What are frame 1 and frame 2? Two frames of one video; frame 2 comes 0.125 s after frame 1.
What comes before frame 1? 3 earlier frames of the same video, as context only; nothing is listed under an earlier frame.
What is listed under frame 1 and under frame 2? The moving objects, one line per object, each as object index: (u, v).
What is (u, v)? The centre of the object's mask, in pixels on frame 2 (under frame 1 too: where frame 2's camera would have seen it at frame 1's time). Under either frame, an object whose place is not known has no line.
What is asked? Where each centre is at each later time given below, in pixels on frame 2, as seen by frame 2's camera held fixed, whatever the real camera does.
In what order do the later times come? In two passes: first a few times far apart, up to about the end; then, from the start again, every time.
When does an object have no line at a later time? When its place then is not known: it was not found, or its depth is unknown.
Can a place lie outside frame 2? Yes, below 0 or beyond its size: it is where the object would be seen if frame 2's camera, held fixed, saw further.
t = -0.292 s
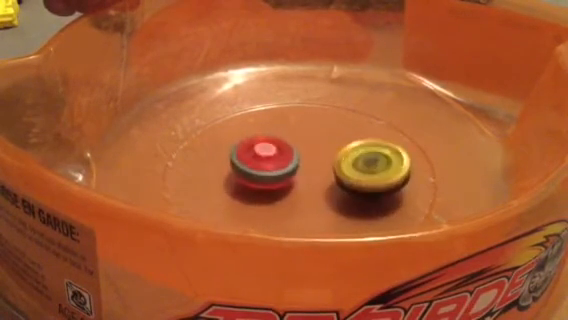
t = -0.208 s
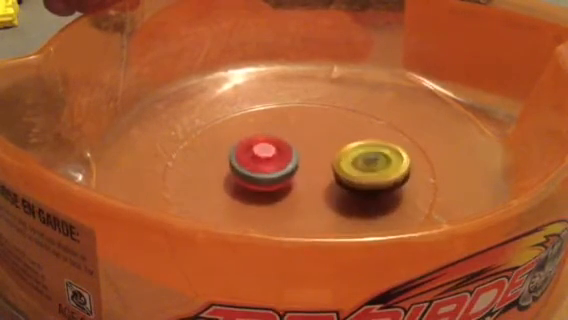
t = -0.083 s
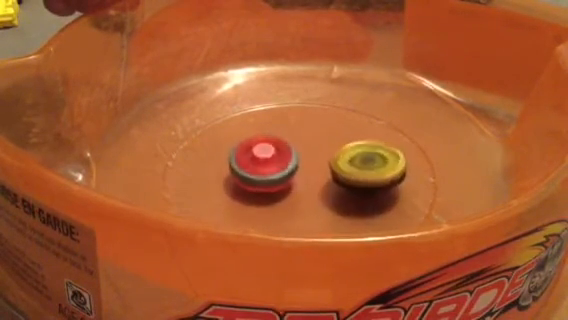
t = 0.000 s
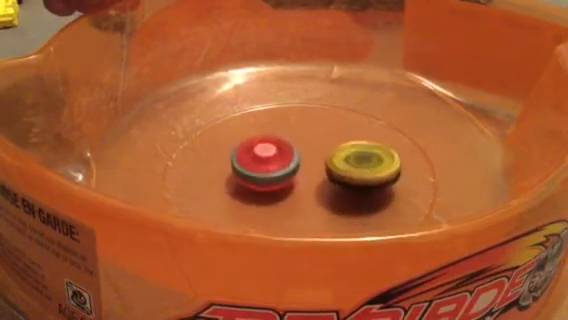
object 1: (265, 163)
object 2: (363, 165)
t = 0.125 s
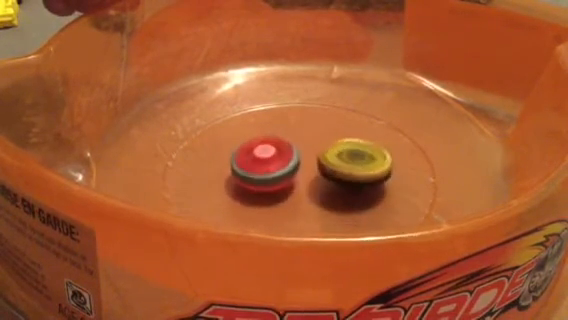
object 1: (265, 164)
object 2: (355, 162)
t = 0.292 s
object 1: (265, 165)
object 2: (345, 156)
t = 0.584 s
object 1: (264, 166)
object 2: (337, 143)
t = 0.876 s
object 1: (267, 167)
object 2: (343, 132)
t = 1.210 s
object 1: (268, 169)
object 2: (347, 130)
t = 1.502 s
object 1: (267, 170)
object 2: (336, 135)
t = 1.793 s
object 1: (265, 172)
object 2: (318, 134)
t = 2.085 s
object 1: (261, 172)
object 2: (306, 125)
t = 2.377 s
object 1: (266, 172)
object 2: (305, 121)
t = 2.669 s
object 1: (269, 175)
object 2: (307, 125)
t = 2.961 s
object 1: (265, 179)
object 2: (302, 132)
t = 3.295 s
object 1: (261, 180)
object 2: (298, 130)
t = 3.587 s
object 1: (267, 182)
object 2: (295, 131)
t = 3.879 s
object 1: (267, 184)
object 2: (292, 133)
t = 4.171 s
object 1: (259, 196)
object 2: (298, 128)
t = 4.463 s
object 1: (255, 199)
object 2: (300, 128)
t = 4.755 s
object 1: (292, 194)
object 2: (302, 135)
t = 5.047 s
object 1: (308, 202)
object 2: (291, 141)
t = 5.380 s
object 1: (307, 185)
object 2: (274, 137)
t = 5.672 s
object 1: (330, 179)
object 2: (273, 134)
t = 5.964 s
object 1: (327, 176)
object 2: (279, 136)
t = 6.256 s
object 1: (321, 178)
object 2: (277, 136)
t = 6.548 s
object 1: (307, 185)
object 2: (270, 129)
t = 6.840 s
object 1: (308, 178)
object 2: (273, 127)
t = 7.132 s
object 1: (319, 177)
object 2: (278, 135)
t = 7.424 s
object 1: (315, 176)
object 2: (268, 136)
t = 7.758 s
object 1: (311, 175)
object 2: (261, 135)
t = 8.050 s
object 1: (317, 172)
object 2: (263, 134)
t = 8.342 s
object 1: (312, 178)
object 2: (265, 135)
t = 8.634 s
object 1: (306, 178)
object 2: (266, 140)
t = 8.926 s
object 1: (289, 183)
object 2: (264, 135)
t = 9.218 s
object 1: (281, 189)
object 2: (271, 137)
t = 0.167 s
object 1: (266, 164)
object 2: (352, 161)
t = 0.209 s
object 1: (266, 166)
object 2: (350, 160)
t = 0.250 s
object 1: (265, 165)
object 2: (347, 158)
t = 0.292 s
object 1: (265, 165)
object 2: (345, 156)
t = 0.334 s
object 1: (266, 165)
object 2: (343, 155)
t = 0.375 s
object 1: (266, 166)
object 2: (341, 152)
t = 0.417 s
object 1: (265, 166)
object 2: (339, 151)
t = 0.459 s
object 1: (265, 166)
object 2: (338, 149)
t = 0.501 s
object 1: (265, 166)
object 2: (338, 147)
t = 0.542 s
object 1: (264, 166)
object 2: (337, 145)
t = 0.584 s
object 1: (264, 166)
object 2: (337, 143)
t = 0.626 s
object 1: (265, 166)
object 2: (337, 141)
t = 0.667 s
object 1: (265, 167)
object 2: (338, 139)
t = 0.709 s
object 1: (265, 167)
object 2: (338, 137)
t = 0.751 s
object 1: (265, 166)
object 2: (339, 136)
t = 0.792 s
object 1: (266, 167)
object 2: (340, 134)
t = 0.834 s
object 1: (266, 167)
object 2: (342, 133)
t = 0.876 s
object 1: (267, 167)
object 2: (343, 132)
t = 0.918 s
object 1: (267, 167)
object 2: (344, 131)
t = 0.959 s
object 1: (268, 167)
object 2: (345, 131)
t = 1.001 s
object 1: (268, 167)
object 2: (346, 130)
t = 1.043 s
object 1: (268, 168)
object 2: (347, 129)
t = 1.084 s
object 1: (268, 168)
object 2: (347, 130)
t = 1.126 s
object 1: (268, 168)
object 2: (347, 130)
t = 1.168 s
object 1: (268, 169)
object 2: (347, 129)
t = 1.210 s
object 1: (268, 169)
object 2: (347, 130)
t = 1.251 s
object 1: (268, 169)
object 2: (347, 130)
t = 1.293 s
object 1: (268, 169)
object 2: (346, 131)
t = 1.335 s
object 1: (267, 169)
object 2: (345, 132)
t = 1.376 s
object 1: (267, 169)
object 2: (343, 133)
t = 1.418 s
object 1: (267, 169)
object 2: (341, 133)
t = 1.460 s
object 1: (267, 170)
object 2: (339, 134)
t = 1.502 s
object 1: (267, 170)
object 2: (336, 135)
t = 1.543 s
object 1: (267, 170)
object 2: (333, 136)
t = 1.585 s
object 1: (267, 170)
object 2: (330, 136)
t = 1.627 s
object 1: (267, 170)
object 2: (327, 136)
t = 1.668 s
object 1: (267, 170)
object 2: (324, 136)
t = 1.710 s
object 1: (267, 170)
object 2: (321, 135)
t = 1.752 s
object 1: (268, 170)
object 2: (319, 135)
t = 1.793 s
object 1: (265, 172)
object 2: (318, 134)
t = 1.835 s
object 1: (264, 170)
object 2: (315, 133)
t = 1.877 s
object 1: (265, 171)
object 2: (313, 132)
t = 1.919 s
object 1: (264, 172)
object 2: (311, 130)
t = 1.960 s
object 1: (262, 172)
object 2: (309, 129)
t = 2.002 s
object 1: (261, 171)
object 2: (308, 128)
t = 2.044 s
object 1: (262, 172)
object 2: (307, 127)
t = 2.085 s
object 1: (261, 172)
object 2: (306, 125)
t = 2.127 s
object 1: (261, 172)
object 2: (305, 125)
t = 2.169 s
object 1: (262, 171)
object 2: (305, 123)
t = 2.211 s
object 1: (262, 172)
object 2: (305, 122)
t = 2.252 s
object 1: (262, 172)
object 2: (305, 121)
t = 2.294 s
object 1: (264, 171)
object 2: (305, 121)
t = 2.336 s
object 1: (266, 172)
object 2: (305, 121)
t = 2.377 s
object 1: (266, 172)
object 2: (305, 121)
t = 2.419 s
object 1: (267, 172)
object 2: (306, 121)
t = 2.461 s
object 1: (268, 172)
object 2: (306, 121)
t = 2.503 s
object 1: (269, 173)
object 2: (306, 121)
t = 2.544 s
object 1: (269, 174)
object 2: (306, 122)
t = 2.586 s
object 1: (270, 174)
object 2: (307, 123)
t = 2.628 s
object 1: (270, 174)
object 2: (307, 124)
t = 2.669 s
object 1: (269, 175)
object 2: (307, 125)
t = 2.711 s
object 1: (269, 176)
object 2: (306, 127)
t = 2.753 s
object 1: (269, 176)
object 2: (306, 128)
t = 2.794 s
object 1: (269, 176)
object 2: (305, 129)
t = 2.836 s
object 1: (268, 176)
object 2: (304, 131)
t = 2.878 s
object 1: (268, 176)
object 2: (303, 131)
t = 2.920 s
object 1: (268, 176)
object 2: (301, 133)
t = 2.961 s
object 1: (265, 179)
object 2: (302, 132)
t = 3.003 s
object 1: (258, 180)
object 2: (303, 131)
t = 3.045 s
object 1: (256, 179)
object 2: (303, 130)
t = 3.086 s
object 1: (258, 178)
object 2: (302, 131)
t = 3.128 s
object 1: (259, 179)
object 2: (301, 130)
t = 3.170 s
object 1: (258, 180)
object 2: (300, 130)
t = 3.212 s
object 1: (257, 179)
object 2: (300, 130)
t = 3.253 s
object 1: (259, 179)
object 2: (299, 130)
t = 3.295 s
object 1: (261, 180)
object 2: (298, 130)
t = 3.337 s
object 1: (261, 181)
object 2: (298, 130)
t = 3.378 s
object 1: (261, 180)
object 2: (297, 130)
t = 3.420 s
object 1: (263, 179)
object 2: (297, 130)
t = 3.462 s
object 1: (265, 181)
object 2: (296, 130)
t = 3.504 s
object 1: (265, 182)
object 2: (295, 130)
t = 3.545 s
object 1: (265, 182)
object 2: (295, 130)
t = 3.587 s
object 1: (267, 182)
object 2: (295, 131)
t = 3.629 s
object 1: (268, 183)
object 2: (294, 131)
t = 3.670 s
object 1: (267, 184)
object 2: (294, 131)
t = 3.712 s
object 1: (266, 183)
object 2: (294, 132)
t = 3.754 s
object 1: (268, 183)
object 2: (293, 132)
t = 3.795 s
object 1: (268, 184)
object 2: (293, 133)
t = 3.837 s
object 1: (268, 184)
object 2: (292, 132)
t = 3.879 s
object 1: (267, 184)
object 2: (292, 133)
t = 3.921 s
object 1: (269, 183)
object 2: (292, 133)
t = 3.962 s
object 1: (270, 184)
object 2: (291, 133)
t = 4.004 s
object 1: (270, 184)
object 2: (291, 133)
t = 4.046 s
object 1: (270, 183)
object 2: (290, 133)
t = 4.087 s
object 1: (268, 185)
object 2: (293, 132)
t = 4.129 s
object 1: (262, 192)
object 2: (297, 129)
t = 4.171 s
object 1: (259, 196)
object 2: (298, 128)
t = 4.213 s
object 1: (258, 199)
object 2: (298, 128)
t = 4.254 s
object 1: (256, 199)
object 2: (299, 127)
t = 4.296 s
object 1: (254, 199)
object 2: (299, 127)
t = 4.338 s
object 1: (254, 199)
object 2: (299, 127)
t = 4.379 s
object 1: (254, 200)
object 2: (299, 127)
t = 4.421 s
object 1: (254, 200)
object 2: (300, 128)
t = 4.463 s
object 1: (255, 199)
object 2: (300, 128)
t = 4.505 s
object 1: (257, 198)
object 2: (301, 128)
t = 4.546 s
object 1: (261, 197)
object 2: (302, 129)
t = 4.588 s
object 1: (268, 193)
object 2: (302, 130)
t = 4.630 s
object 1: (274, 192)
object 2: (302, 131)
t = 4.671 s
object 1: (280, 193)
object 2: (302, 132)
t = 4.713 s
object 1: (286, 194)
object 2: (302, 133)
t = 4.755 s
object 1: (292, 194)
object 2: (302, 135)
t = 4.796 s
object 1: (297, 195)
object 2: (301, 136)
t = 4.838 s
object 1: (302, 196)
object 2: (300, 137)
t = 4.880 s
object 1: (305, 197)
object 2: (298, 139)
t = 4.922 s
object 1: (305, 199)
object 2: (297, 139)
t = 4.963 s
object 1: (307, 201)
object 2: (295, 140)
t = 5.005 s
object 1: (309, 202)
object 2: (293, 140)
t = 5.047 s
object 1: (308, 202)
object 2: (291, 141)
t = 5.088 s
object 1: (308, 199)
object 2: (289, 141)
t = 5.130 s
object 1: (308, 198)
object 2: (287, 141)
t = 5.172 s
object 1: (307, 197)
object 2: (285, 141)
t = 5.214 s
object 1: (305, 195)
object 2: (282, 140)
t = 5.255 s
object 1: (305, 193)
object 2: (280, 140)
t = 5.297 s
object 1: (304, 191)
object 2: (278, 138)
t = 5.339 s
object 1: (306, 188)
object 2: (276, 138)
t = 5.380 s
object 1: (307, 185)
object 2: (274, 137)
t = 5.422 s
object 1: (310, 183)
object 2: (272, 136)
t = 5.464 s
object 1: (313, 182)
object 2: (272, 135)
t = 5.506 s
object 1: (318, 179)
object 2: (271, 135)
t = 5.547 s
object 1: (321, 178)
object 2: (271, 135)
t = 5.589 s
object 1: (326, 178)
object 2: (272, 135)
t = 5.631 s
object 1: (328, 179)
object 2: (272, 134)
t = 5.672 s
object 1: (330, 179)
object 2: (273, 134)
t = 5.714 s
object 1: (331, 179)
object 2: (273, 134)
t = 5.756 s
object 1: (331, 178)
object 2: (274, 134)
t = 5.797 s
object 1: (331, 177)
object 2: (275, 134)
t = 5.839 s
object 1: (331, 177)
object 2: (276, 134)
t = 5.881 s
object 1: (331, 177)
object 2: (277, 135)
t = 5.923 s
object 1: (330, 177)
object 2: (278, 136)
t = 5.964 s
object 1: (327, 176)
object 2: (279, 136)
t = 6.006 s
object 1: (328, 176)
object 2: (279, 136)
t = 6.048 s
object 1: (328, 179)
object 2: (279, 135)
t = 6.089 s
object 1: (325, 179)
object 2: (279, 135)
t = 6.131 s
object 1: (322, 179)
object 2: (279, 135)
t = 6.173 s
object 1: (322, 178)
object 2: (278, 135)
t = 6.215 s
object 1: (323, 177)
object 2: (277, 135)
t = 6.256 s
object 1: (321, 178)
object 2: (277, 136)
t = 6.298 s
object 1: (321, 176)
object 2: (276, 136)
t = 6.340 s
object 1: (318, 177)
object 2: (275, 135)
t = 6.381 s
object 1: (316, 179)
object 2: (275, 135)
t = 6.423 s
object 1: (316, 186)
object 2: (272, 131)
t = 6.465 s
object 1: (313, 188)
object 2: (271, 131)
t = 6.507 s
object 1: (308, 187)
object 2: (271, 129)
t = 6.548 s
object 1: (307, 185)
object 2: (270, 129)
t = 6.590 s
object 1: (308, 184)
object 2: (270, 128)
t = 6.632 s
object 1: (308, 184)
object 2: (271, 128)
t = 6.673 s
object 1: (308, 184)
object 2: (271, 128)
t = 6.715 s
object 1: (309, 183)
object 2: (271, 127)
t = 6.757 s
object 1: (308, 182)
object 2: (272, 127)
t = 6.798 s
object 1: (307, 181)
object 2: (273, 127)
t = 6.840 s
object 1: (308, 178)
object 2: (273, 127)
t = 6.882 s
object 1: (309, 179)
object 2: (274, 128)
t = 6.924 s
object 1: (312, 176)
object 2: (275, 128)
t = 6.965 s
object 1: (314, 177)
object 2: (276, 129)
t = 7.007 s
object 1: (316, 179)
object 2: (277, 130)
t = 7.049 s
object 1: (318, 178)
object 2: (278, 132)
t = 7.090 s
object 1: (318, 178)
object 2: (278, 133)
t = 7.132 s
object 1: (319, 177)
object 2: (278, 135)
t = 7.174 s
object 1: (319, 176)
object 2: (277, 136)
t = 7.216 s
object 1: (320, 176)
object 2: (276, 136)
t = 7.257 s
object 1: (319, 176)
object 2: (275, 135)
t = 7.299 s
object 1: (317, 177)
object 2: (274, 135)
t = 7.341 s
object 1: (316, 176)
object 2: (271, 136)
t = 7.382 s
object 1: (316, 176)
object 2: (269, 136)
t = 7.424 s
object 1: (315, 176)
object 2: (268, 136)
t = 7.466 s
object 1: (315, 177)
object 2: (267, 136)
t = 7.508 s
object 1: (313, 177)
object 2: (265, 136)
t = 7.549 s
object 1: (310, 177)
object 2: (264, 136)
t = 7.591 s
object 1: (309, 175)
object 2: (263, 136)
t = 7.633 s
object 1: (309, 175)
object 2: (262, 136)
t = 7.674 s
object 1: (310, 175)
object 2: (262, 136)
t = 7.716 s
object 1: (310, 175)
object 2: (261, 135)
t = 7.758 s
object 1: (311, 175)
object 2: (261, 135)
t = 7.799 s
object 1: (311, 174)
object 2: (260, 135)
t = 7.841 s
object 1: (311, 173)
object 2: (260, 135)
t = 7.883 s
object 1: (315, 172)
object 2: (261, 134)
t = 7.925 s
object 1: (316, 173)
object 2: (262, 134)
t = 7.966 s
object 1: (318, 174)
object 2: (262, 134)
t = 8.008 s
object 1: (318, 175)
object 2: (262, 135)
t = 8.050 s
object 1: (317, 172)
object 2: (263, 134)
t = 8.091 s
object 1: (314, 174)
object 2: (263, 135)
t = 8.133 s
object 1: (312, 173)
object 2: (264, 135)
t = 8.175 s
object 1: (313, 173)
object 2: (264, 134)
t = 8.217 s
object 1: (312, 175)
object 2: (265, 134)
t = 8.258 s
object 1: (313, 173)
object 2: (265, 134)
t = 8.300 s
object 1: (313, 176)
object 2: (265, 135)
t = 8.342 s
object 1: (312, 178)
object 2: (265, 135)
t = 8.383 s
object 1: (310, 181)
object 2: (266, 137)
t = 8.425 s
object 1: (308, 180)
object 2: (267, 138)
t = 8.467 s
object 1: (309, 180)
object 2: (266, 139)
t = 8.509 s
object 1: (310, 178)
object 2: (266, 141)
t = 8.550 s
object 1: (309, 178)
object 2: (265, 141)
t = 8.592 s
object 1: (308, 178)
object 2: (265, 141)
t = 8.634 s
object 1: (306, 178)
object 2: (266, 140)
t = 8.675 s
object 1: (303, 180)
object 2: (266, 140)
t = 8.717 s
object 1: (302, 181)
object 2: (266, 139)
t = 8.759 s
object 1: (299, 181)
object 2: (264, 139)
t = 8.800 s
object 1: (296, 180)
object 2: (263, 138)
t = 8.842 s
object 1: (292, 181)
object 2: (263, 137)
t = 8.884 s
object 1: (290, 183)
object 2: (263, 136)
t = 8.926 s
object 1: (289, 183)
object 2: (264, 135)
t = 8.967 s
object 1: (286, 185)
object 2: (265, 135)
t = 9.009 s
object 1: (284, 187)
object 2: (266, 134)
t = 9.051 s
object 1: (282, 189)
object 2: (267, 134)
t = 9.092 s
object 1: (282, 190)
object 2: (268, 135)
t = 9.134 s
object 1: (281, 189)
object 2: (269, 135)
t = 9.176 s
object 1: (281, 189)
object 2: (270, 135)
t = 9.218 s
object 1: (281, 189)
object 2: (271, 137)
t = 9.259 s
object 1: (280, 189)
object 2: (272, 138)
